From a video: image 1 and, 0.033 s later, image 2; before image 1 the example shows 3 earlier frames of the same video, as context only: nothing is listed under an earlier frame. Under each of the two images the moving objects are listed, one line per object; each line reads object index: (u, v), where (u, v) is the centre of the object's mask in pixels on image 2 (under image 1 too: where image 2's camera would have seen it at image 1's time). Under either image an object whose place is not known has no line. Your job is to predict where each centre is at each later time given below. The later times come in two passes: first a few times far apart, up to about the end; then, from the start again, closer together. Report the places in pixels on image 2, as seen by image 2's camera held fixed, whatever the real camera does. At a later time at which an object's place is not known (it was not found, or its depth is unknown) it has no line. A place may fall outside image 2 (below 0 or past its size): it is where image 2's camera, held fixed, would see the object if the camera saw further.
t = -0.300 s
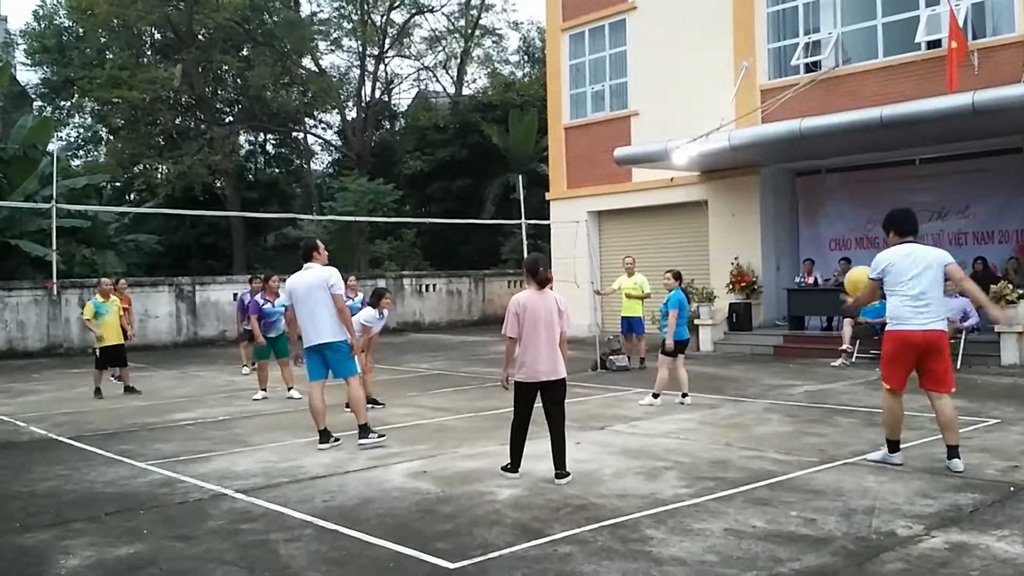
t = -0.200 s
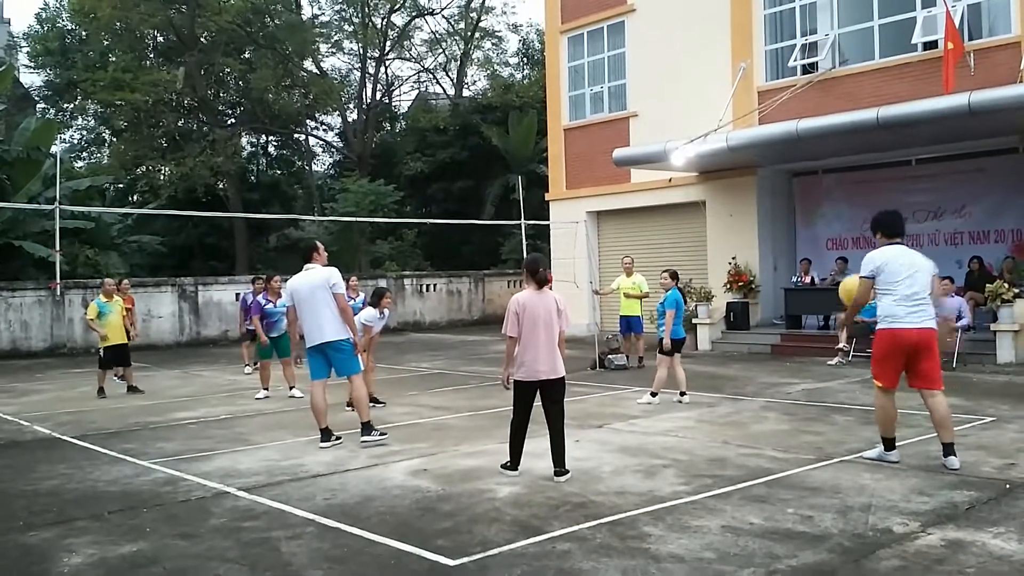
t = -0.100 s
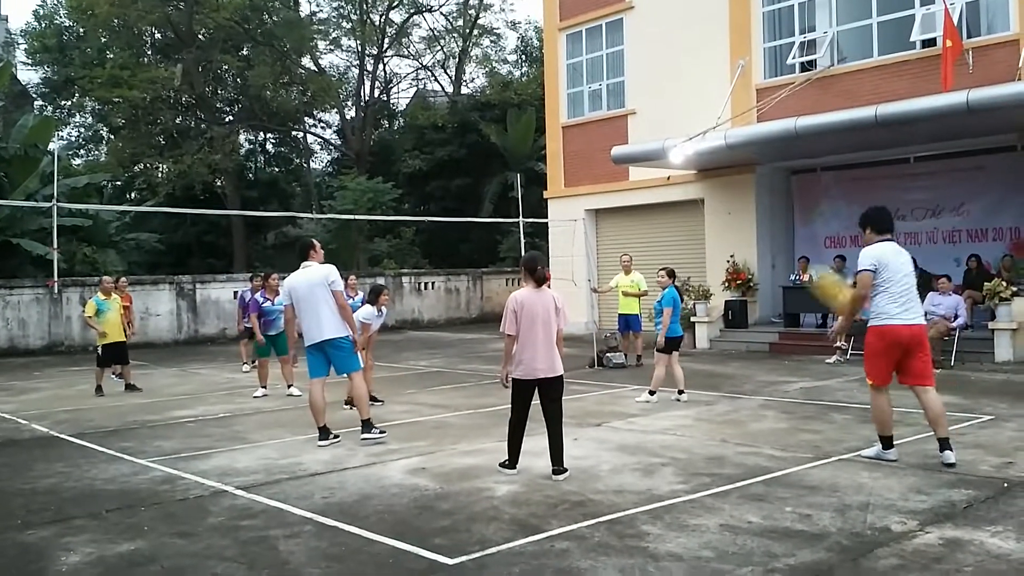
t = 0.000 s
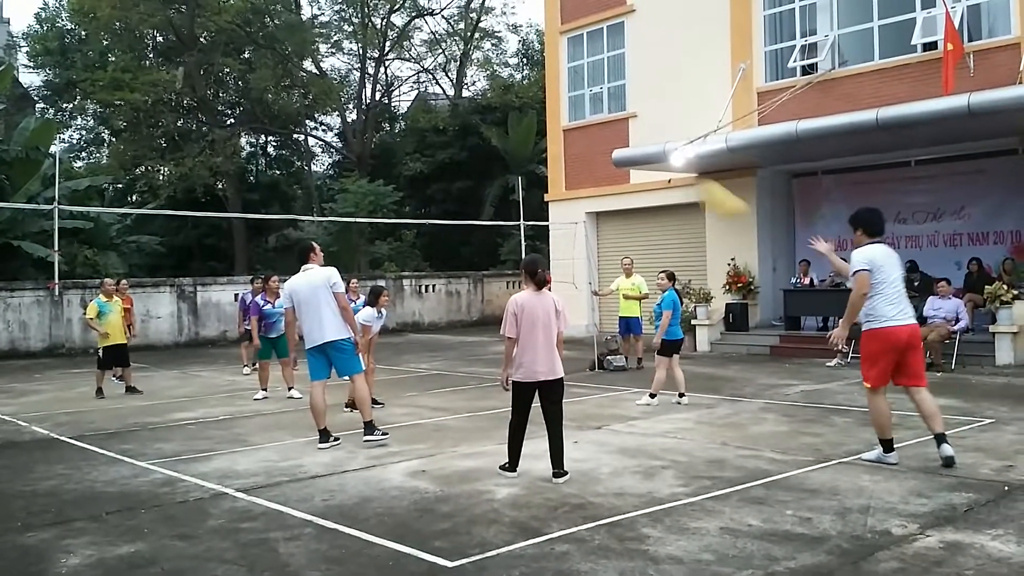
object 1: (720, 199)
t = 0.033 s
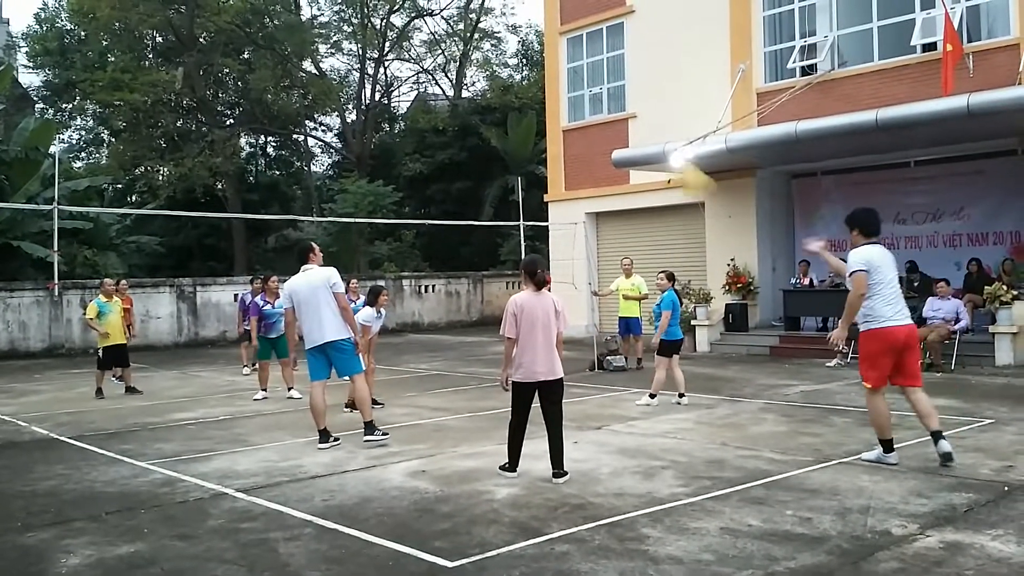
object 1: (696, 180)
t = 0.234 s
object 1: (536, 75)
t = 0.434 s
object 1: (436, 38)
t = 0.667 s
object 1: (349, 42)
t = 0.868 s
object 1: (292, 76)
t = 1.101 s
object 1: (240, 141)
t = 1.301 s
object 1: (207, 216)
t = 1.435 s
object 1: (189, 270)
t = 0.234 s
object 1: (536, 75)
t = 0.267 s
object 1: (521, 66)
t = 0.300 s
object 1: (497, 57)
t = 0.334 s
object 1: (480, 49)
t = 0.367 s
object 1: (466, 44)
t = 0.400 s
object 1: (451, 41)
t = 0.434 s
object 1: (436, 38)
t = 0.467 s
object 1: (421, 36)
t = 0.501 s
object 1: (407, 34)
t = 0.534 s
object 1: (396, 33)
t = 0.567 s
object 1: (381, 33)
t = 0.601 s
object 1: (371, 36)
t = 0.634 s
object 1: (361, 37)
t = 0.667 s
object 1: (349, 42)
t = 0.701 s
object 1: (338, 44)
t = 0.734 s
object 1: (328, 49)
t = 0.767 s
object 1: (318, 55)
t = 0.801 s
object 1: (309, 62)
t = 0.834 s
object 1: (299, 70)
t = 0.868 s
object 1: (292, 76)
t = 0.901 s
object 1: (283, 85)
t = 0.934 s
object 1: (276, 93)
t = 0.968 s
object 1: (268, 102)
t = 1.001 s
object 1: (261, 111)
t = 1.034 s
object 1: (254, 121)
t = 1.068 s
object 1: (247, 130)
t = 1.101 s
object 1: (240, 141)
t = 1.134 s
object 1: (233, 154)
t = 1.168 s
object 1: (228, 164)
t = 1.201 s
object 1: (222, 176)
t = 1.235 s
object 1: (217, 189)
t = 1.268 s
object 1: (212, 201)
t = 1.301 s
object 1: (207, 216)
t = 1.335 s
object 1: (202, 230)
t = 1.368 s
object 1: (197, 243)
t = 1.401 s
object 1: (193, 258)
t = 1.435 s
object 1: (189, 270)
